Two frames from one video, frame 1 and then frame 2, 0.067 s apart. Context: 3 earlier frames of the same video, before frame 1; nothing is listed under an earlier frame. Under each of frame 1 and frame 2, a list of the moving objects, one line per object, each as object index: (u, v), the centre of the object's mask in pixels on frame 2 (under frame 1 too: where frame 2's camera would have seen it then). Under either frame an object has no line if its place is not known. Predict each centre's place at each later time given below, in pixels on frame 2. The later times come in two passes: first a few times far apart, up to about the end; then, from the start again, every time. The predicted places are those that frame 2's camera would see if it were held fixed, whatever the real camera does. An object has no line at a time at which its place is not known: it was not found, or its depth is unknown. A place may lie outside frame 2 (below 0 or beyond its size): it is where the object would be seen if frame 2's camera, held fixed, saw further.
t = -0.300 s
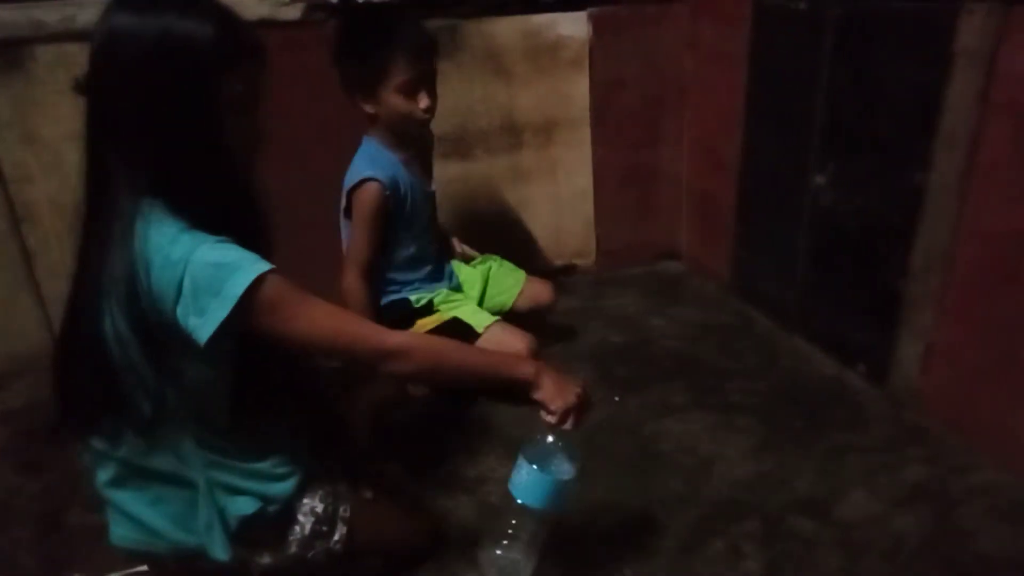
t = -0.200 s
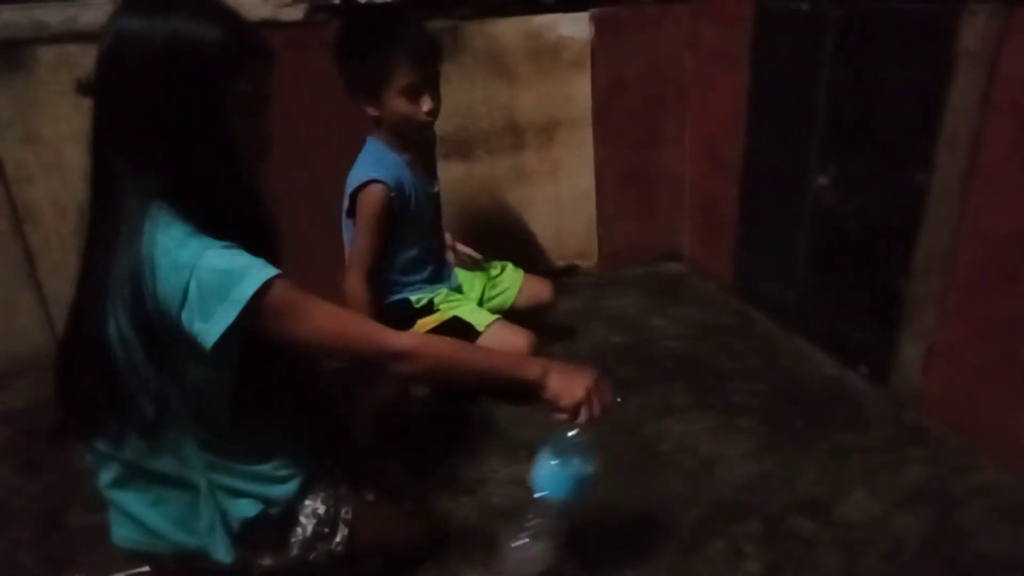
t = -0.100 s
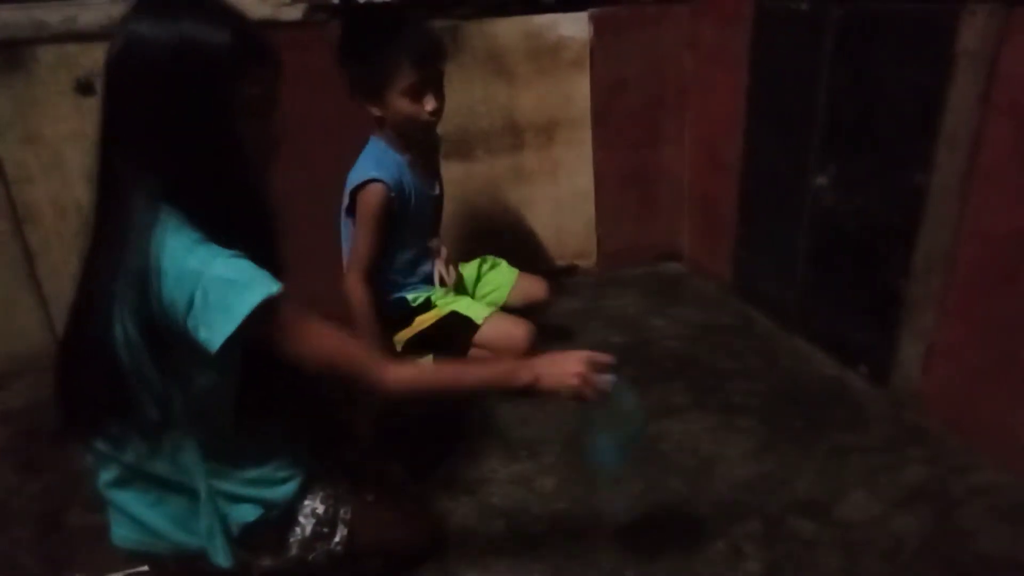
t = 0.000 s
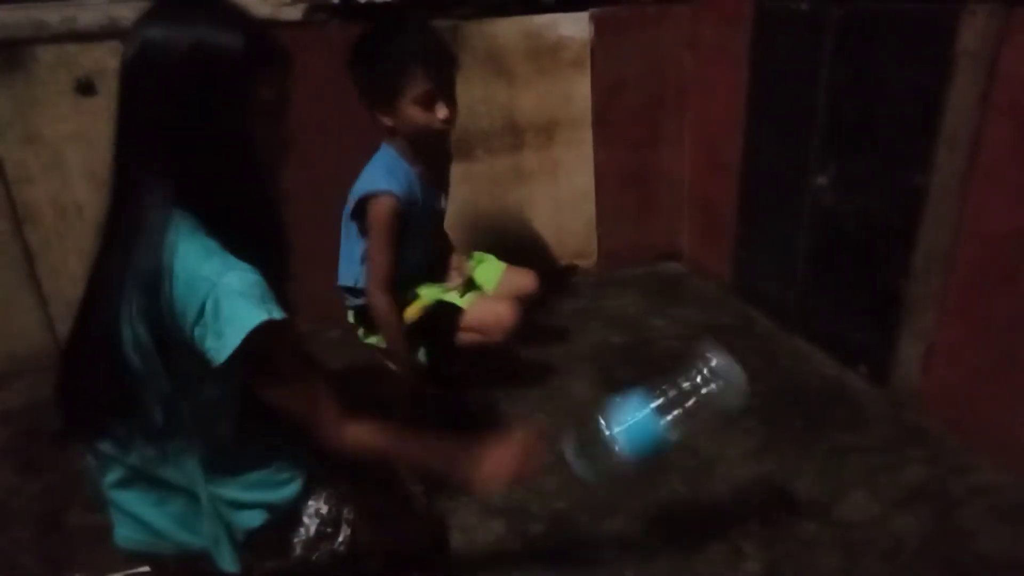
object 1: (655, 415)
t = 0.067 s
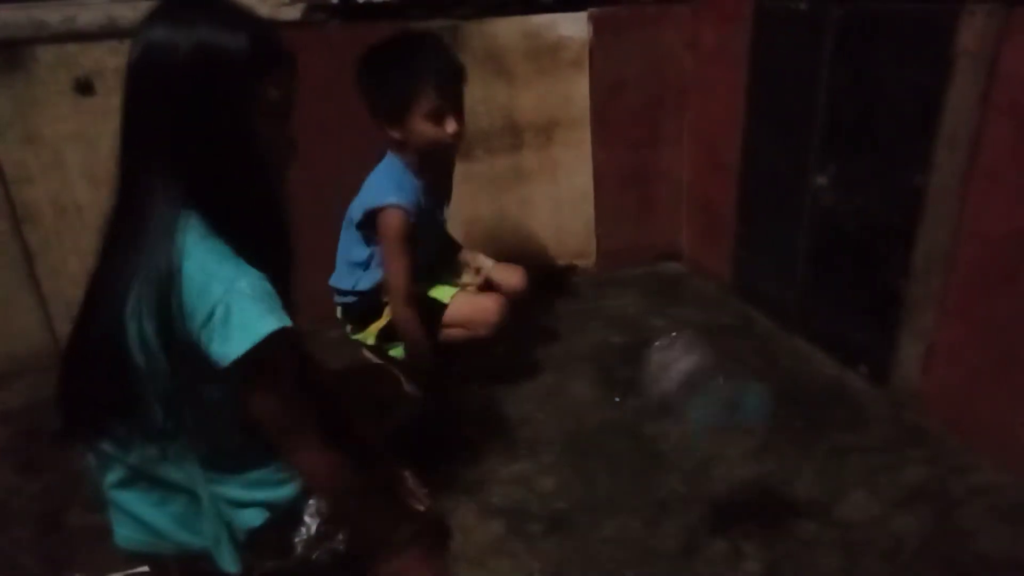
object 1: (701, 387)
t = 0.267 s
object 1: (630, 531)
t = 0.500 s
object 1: (619, 522)
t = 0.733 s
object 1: (617, 533)
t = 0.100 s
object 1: (727, 379)
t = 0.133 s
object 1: (719, 365)
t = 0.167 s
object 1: (687, 376)
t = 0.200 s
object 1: (635, 425)
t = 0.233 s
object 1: (614, 486)
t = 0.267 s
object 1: (630, 531)
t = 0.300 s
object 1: (630, 541)
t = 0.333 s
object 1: (618, 540)
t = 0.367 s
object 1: (603, 535)
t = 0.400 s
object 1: (603, 529)
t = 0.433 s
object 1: (609, 523)
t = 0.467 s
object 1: (616, 521)
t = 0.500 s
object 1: (619, 522)
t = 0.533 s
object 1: (619, 522)
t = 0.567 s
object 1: (618, 524)
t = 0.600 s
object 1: (614, 527)
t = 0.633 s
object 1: (612, 535)
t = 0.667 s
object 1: (614, 535)
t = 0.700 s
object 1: (616, 532)
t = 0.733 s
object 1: (617, 533)
